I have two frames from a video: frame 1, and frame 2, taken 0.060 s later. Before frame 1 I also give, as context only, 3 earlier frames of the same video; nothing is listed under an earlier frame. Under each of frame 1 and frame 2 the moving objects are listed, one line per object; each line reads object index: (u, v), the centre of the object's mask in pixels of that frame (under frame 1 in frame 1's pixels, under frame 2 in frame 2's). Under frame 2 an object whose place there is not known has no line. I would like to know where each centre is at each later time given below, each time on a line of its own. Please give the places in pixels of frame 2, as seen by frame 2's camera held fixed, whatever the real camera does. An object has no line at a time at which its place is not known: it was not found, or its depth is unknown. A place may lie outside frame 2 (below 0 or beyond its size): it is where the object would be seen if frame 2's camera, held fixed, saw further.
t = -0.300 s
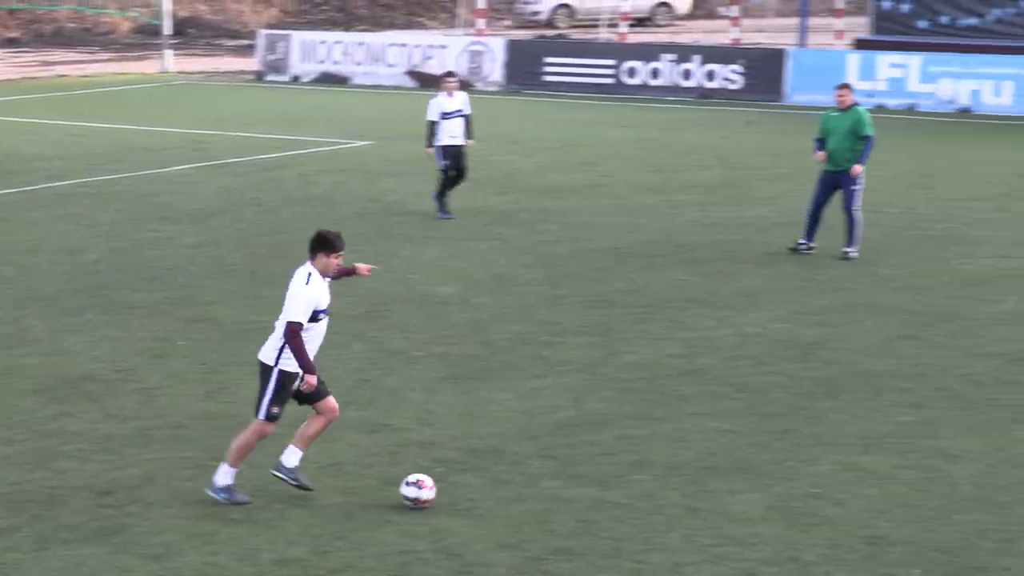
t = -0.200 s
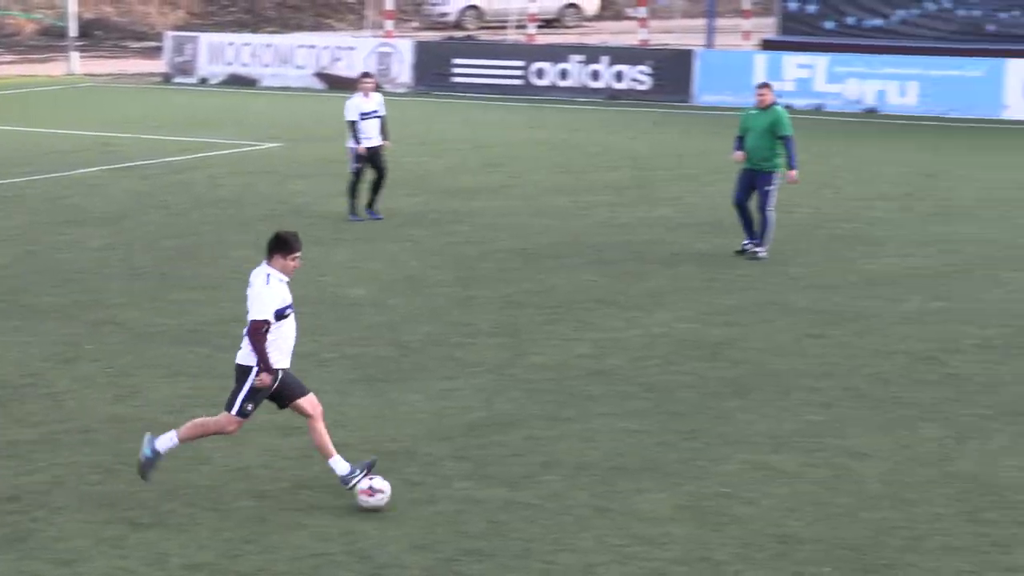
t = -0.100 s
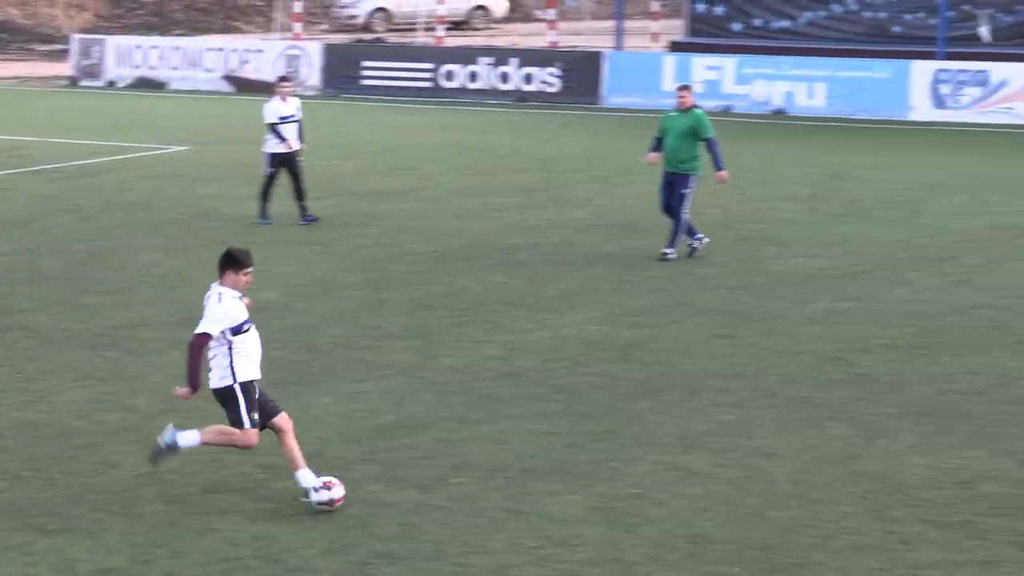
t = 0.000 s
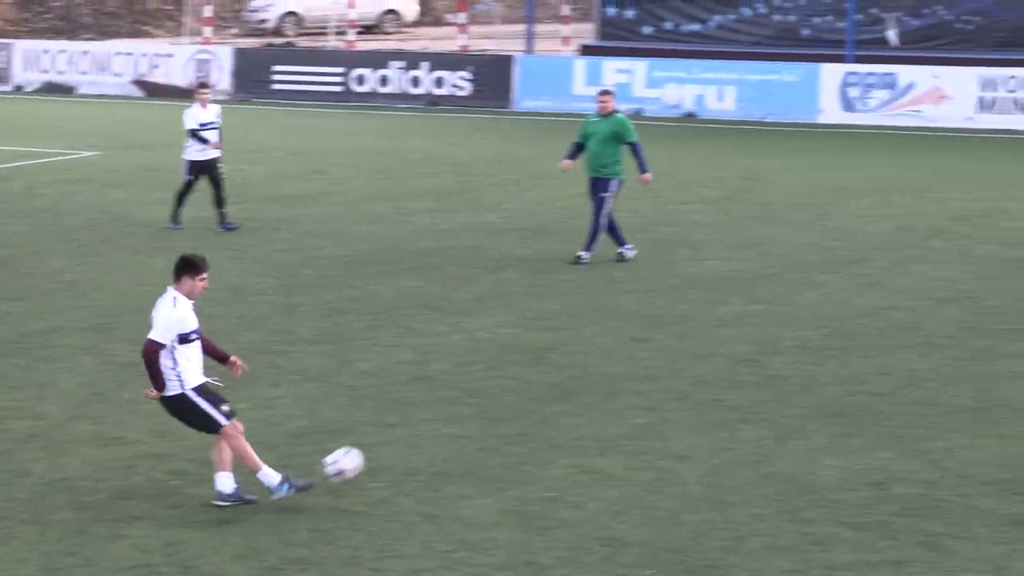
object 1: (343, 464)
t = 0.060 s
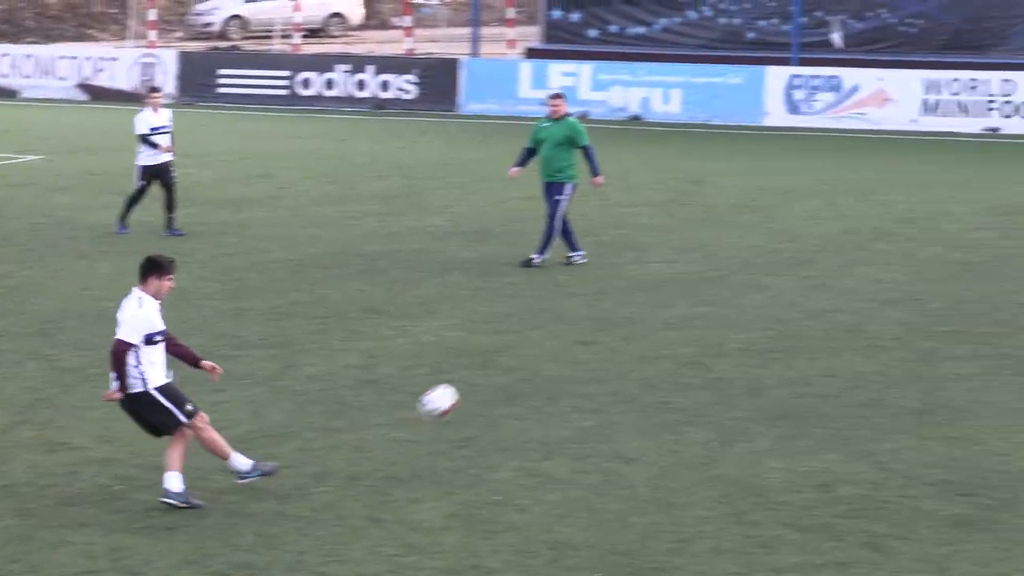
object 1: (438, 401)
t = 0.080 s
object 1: (486, 380)
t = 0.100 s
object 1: (531, 361)
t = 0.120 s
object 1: (576, 341)
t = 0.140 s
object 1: (619, 323)
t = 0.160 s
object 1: (660, 305)
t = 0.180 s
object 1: (701, 287)
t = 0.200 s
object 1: (740, 270)
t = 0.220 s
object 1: (778, 253)
